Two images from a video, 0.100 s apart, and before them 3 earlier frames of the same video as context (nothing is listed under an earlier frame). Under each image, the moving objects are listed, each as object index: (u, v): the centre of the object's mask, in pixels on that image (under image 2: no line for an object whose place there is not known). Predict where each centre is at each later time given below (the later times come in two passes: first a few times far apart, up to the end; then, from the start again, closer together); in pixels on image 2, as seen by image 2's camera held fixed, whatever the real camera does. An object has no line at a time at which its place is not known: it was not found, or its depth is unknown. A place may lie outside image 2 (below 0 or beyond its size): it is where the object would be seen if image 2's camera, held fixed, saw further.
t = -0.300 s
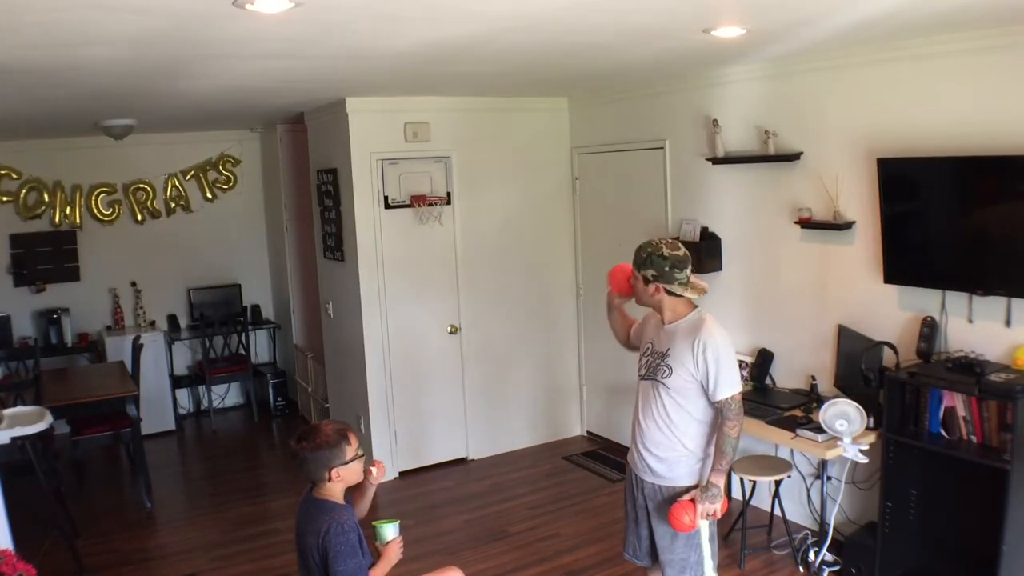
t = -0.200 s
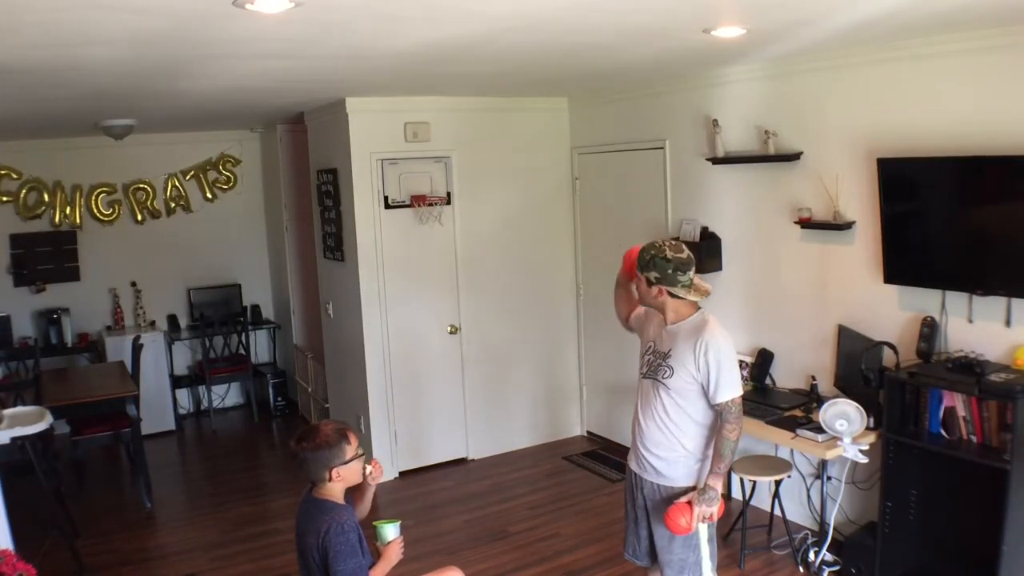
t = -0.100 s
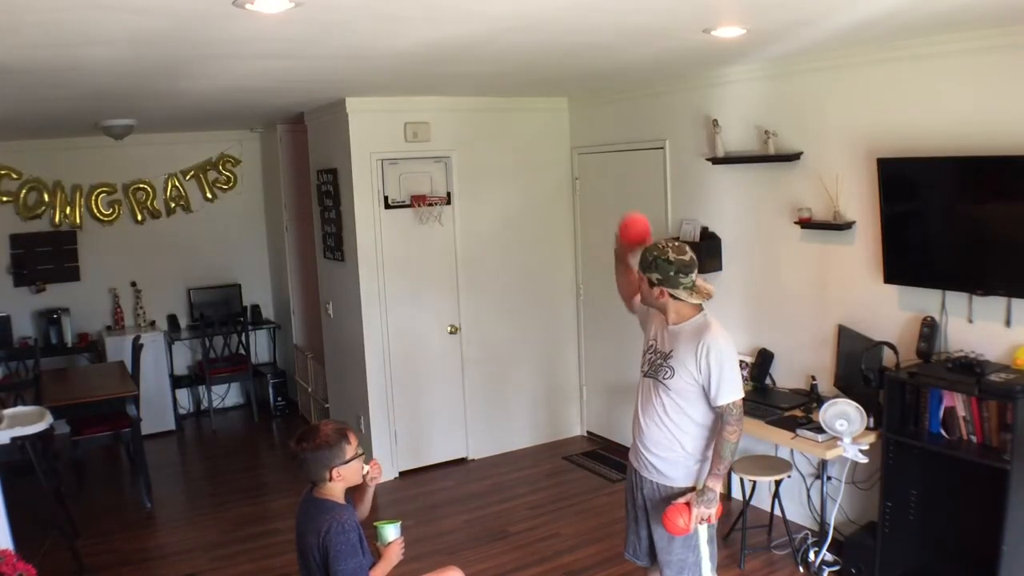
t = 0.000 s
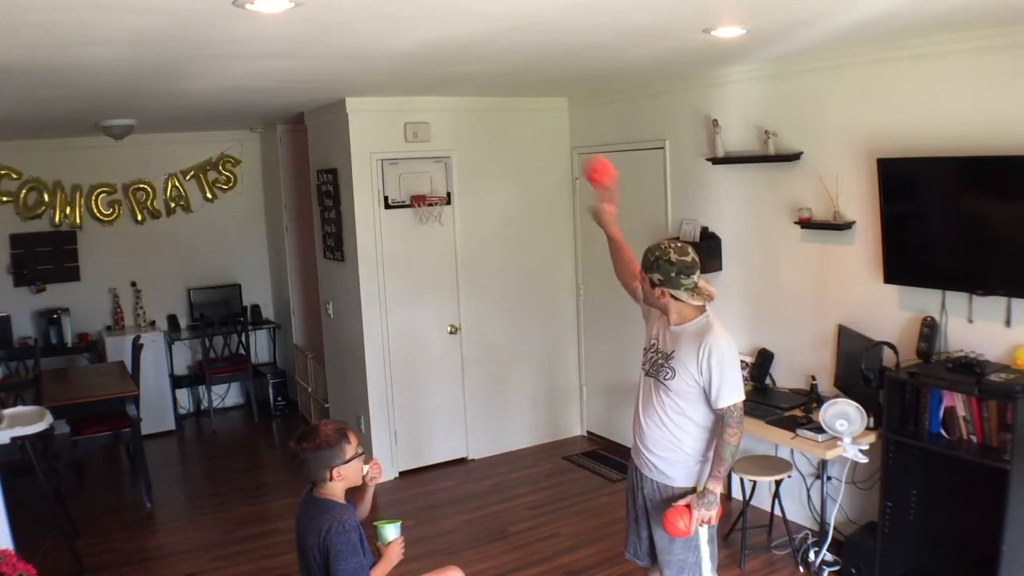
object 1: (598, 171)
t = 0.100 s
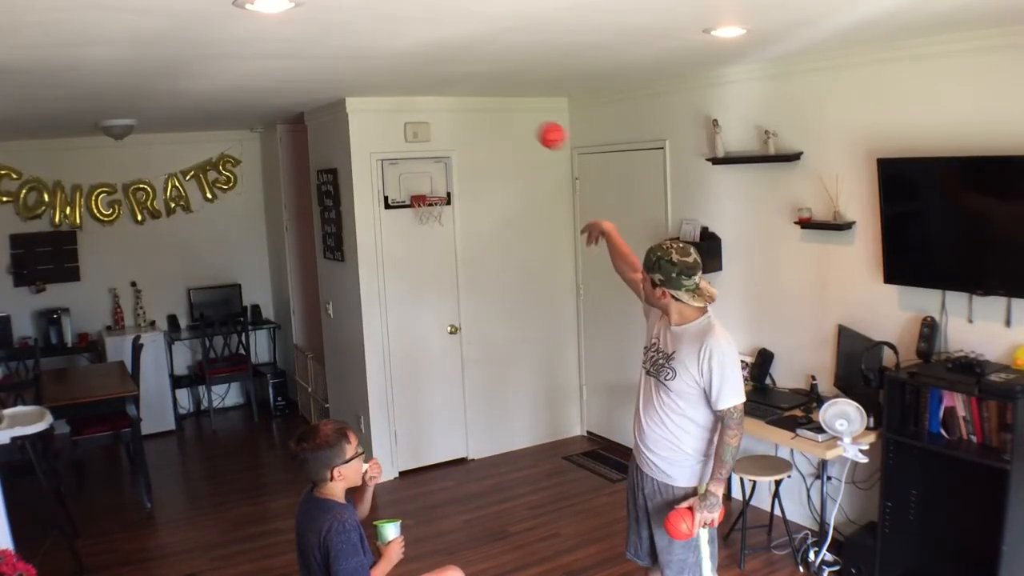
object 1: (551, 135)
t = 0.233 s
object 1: (503, 125)
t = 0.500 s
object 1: (444, 190)
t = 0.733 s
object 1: (435, 187)
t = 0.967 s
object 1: (430, 201)
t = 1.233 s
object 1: (451, 247)
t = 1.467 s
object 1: (471, 363)
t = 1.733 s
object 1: (476, 395)
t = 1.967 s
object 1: (457, 320)
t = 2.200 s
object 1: (443, 325)
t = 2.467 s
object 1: (434, 431)
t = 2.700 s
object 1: (425, 409)
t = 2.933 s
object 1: (419, 371)
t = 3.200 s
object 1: (419, 428)
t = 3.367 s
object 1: (419, 462)
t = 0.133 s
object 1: (538, 129)
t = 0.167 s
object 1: (525, 126)
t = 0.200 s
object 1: (514, 124)
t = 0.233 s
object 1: (503, 125)
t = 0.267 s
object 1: (494, 128)
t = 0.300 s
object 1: (485, 133)
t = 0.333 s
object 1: (477, 140)
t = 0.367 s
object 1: (469, 149)
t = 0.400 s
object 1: (462, 158)
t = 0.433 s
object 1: (456, 169)
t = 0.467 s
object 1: (449, 181)
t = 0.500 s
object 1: (444, 190)
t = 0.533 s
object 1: (438, 186)
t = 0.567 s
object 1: (432, 185)
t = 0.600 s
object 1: (430, 183)
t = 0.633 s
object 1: (431, 181)
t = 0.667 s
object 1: (432, 181)
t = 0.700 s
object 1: (434, 183)
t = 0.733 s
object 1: (435, 187)
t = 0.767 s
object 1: (436, 191)
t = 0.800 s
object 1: (433, 189)
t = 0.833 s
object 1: (429, 189)
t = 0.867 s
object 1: (426, 191)
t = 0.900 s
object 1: (424, 194)
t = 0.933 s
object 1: (426, 197)
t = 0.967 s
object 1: (430, 201)
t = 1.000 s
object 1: (434, 206)
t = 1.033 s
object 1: (437, 209)
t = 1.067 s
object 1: (440, 212)
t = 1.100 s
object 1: (442, 216)
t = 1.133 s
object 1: (444, 221)
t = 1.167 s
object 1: (446, 228)
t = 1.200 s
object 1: (448, 236)
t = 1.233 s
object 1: (451, 247)
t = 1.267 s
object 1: (454, 259)
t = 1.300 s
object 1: (456, 271)
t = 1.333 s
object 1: (459, 286)
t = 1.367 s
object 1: (462, 303)
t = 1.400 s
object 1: (465, 321)
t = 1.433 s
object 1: (468, 341)
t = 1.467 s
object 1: (471, 363)
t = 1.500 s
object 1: (474, 385)
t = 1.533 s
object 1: (478, 409)
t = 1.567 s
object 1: (481, 433)
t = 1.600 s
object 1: (486, 462)
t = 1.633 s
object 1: (484, 452)
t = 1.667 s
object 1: (481, 431)
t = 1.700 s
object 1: (478, 413)
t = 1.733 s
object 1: (476, 395)
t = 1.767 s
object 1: (473, 380)
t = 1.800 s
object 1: (470, 366)
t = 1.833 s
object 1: (468, 354)
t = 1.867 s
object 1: (465, 343)
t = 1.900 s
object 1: (462, 334)
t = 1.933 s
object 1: (460, 326)
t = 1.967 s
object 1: (457, 320)
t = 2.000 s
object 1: (455, 315)
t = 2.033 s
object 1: (452, 313)
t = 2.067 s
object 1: (450, 312)
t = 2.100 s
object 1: (448, 313)
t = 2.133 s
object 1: (446, 315)
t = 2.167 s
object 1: (444, 319)
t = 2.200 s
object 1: (443, 325)
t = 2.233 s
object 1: (441, 332)
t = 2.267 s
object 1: (439, 342)
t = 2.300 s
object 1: (438, 353)
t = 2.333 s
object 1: (437, 365)
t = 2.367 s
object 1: (436, 380)
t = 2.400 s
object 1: (435, 395)
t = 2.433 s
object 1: (434, 412)
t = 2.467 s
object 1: (434, 431)
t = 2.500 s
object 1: (433, 451)
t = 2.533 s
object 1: (434, 474)
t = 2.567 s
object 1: (432, 468)
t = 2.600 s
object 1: (430, 449)
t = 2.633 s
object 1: (428, 434)
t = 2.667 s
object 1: (427, 421)
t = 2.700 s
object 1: (425, 409)
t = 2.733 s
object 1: (424, 399)
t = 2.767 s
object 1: (423, 390)
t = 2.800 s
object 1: (422, 383)
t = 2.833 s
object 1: (421, 378)
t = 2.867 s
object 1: (420, 374)
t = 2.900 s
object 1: (420, 372)
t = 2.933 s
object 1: (419, 371)
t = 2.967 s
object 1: (419, 372)
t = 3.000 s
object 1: (419, 375)
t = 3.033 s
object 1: (418, 380)
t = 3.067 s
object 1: (418, 386)
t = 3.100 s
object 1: (418, 394)
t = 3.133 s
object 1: (418, 404)
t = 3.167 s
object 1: (419, 415)
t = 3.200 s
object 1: (419, 428)
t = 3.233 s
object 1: (420, 442)
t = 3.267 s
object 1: (420, 460)
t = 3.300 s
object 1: (421, 477)
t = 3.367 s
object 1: (419, 462)
